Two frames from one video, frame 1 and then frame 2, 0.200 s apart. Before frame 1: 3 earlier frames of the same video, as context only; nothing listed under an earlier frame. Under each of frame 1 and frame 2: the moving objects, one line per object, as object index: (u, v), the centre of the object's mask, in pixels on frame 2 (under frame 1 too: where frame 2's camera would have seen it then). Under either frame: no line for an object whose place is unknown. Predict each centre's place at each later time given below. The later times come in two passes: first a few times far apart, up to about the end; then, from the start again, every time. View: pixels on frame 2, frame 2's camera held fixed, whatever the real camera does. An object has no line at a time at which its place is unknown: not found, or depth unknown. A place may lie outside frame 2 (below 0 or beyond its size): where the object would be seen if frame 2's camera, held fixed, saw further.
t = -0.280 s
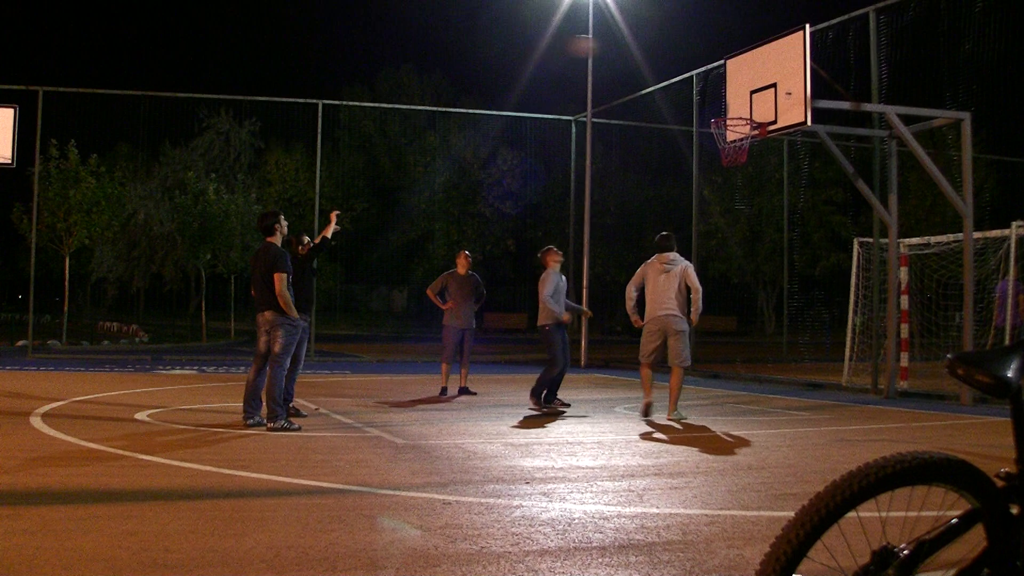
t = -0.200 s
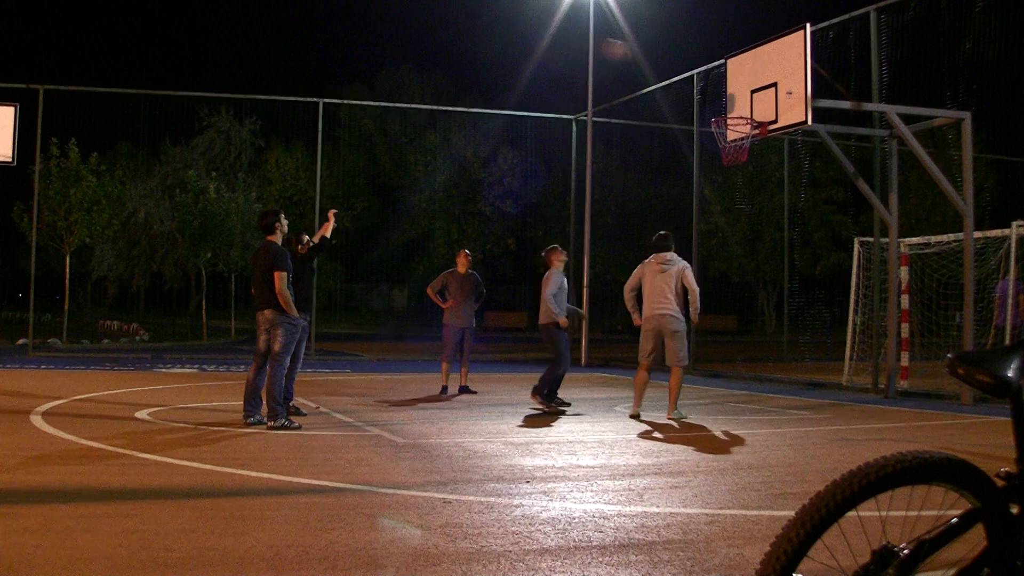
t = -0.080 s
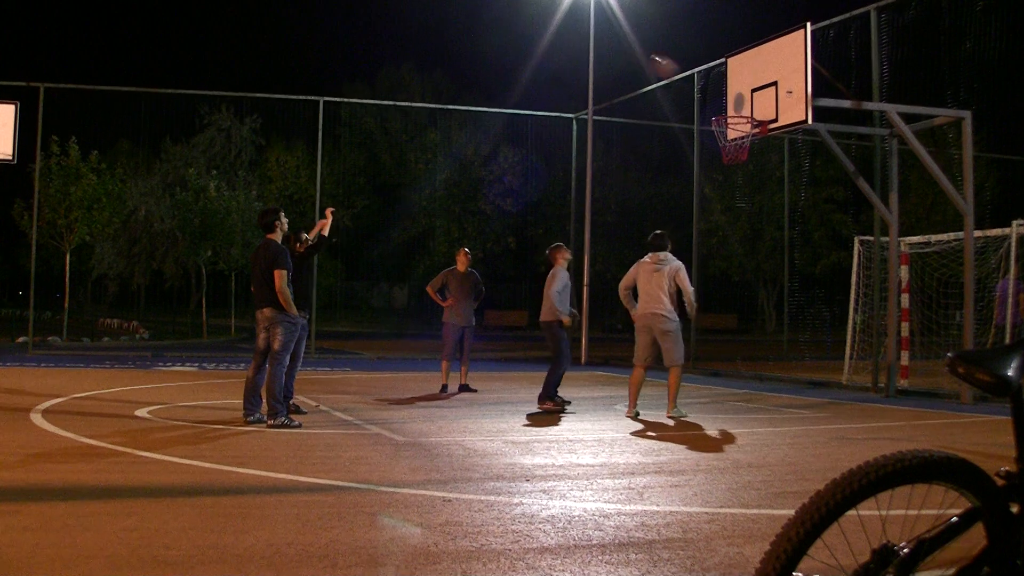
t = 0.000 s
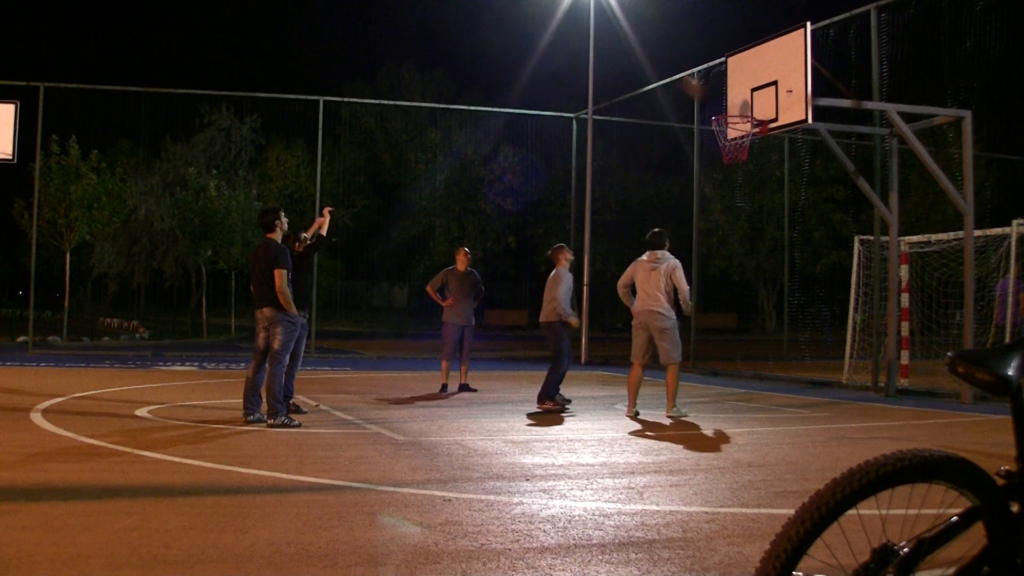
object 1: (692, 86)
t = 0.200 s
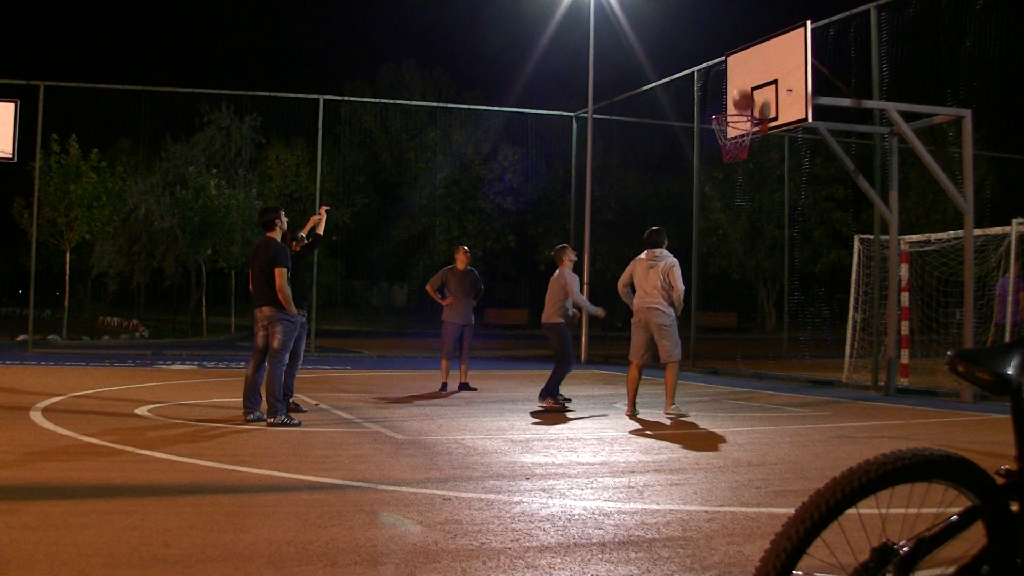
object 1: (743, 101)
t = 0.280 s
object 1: (737, 85)
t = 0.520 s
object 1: (719, 72)
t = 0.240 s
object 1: (740, 93)
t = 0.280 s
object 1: (737, 85)
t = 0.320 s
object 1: (735, 80)
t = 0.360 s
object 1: (731, 75)
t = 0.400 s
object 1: (728, 73)
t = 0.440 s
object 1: (725, 71)
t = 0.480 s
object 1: (722, 71)
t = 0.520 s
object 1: (719, 72)
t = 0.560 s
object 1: (716, 75)
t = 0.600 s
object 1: (713, 79)
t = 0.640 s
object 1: (709, 85)
